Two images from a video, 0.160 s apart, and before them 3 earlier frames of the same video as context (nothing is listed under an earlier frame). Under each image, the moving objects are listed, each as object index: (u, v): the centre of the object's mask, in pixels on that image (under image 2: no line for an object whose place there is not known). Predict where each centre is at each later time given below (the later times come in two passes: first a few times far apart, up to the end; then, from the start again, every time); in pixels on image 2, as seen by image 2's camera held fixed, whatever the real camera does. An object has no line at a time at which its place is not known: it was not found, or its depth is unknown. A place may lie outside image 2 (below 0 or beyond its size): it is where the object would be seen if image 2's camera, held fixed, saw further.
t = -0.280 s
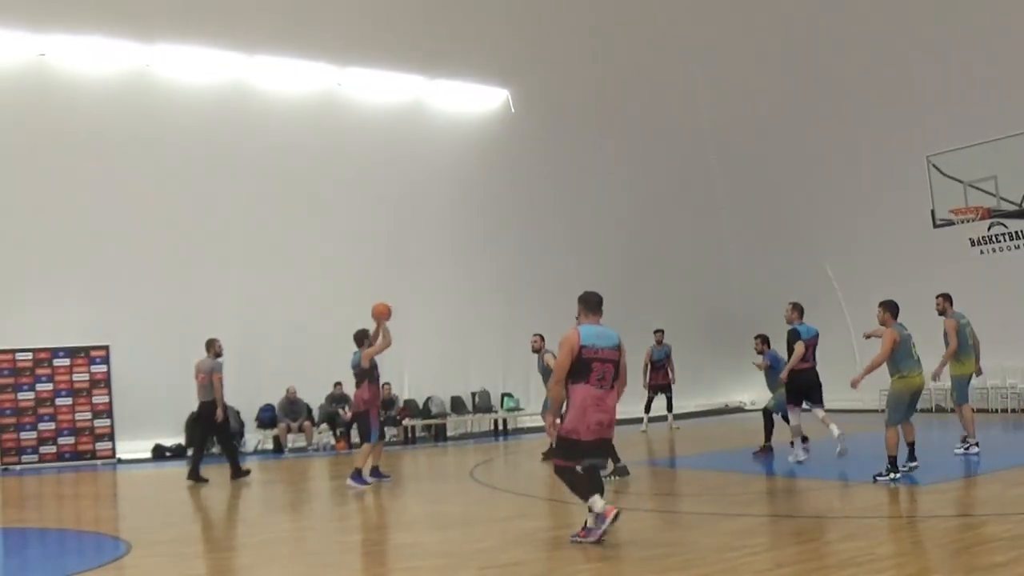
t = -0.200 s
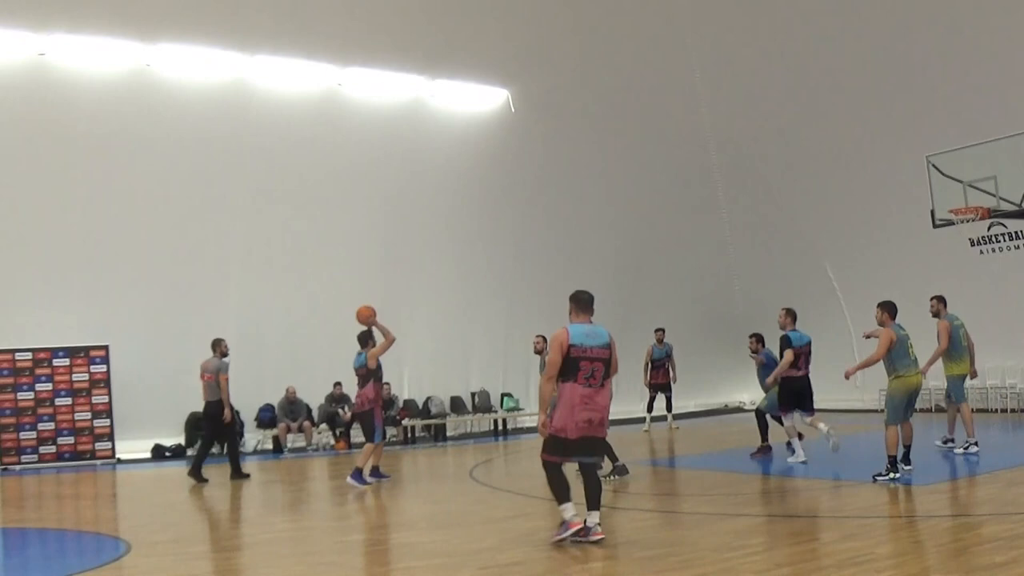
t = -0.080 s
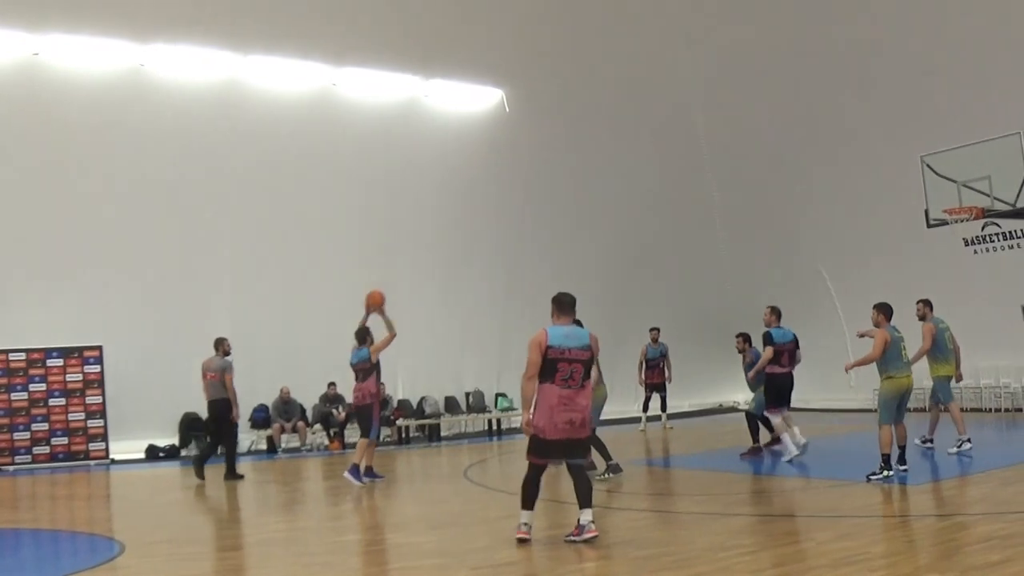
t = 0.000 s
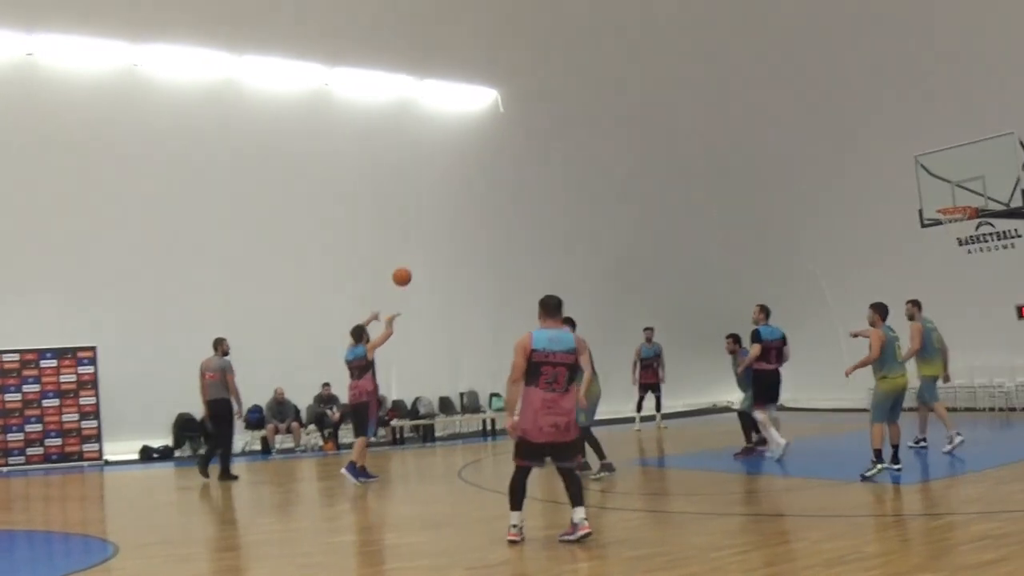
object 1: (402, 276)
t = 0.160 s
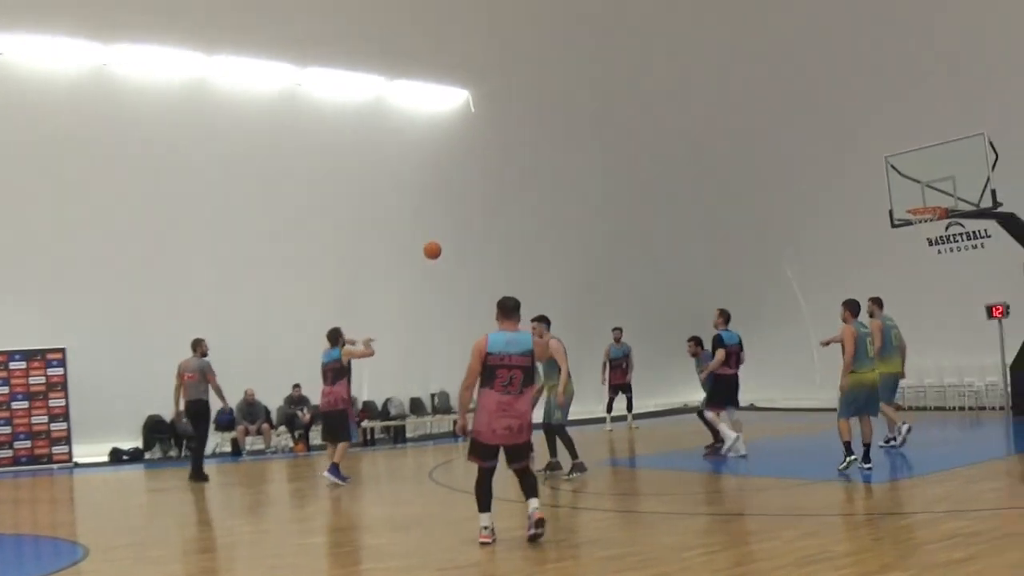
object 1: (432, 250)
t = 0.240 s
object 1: (458, 245)
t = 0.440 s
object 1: (512, 253)
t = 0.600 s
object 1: (550, 277)
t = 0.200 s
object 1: (445, 247)
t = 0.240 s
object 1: (458, 245)
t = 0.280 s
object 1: (470, 245)
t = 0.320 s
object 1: (481, 246)
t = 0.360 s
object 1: (492, 247)
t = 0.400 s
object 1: (502, 250)
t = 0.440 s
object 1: (512, 253)
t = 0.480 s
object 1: (522, 258)
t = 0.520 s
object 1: (531, 264)
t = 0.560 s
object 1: (541, 270)
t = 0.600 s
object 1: (550, 277)
